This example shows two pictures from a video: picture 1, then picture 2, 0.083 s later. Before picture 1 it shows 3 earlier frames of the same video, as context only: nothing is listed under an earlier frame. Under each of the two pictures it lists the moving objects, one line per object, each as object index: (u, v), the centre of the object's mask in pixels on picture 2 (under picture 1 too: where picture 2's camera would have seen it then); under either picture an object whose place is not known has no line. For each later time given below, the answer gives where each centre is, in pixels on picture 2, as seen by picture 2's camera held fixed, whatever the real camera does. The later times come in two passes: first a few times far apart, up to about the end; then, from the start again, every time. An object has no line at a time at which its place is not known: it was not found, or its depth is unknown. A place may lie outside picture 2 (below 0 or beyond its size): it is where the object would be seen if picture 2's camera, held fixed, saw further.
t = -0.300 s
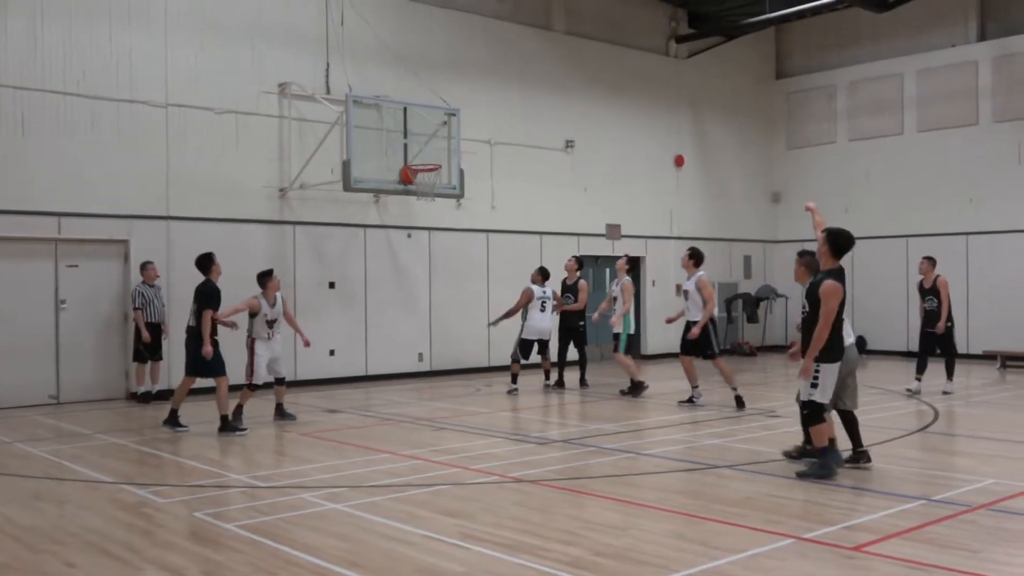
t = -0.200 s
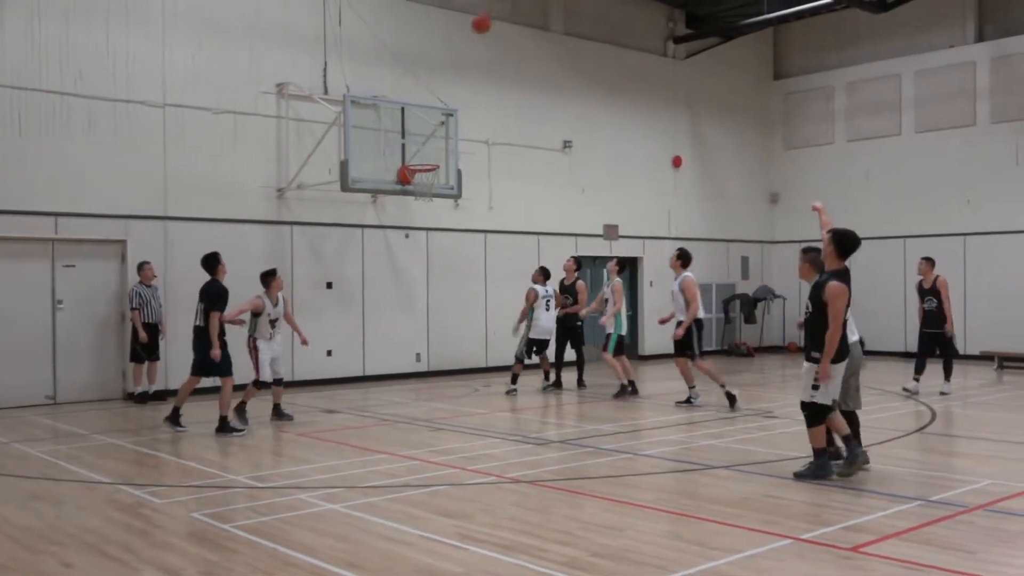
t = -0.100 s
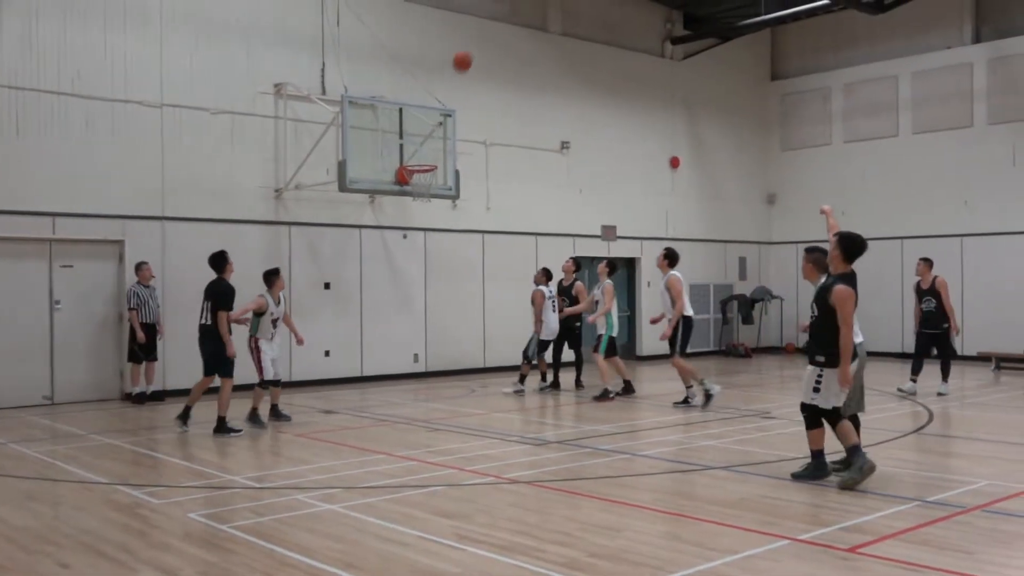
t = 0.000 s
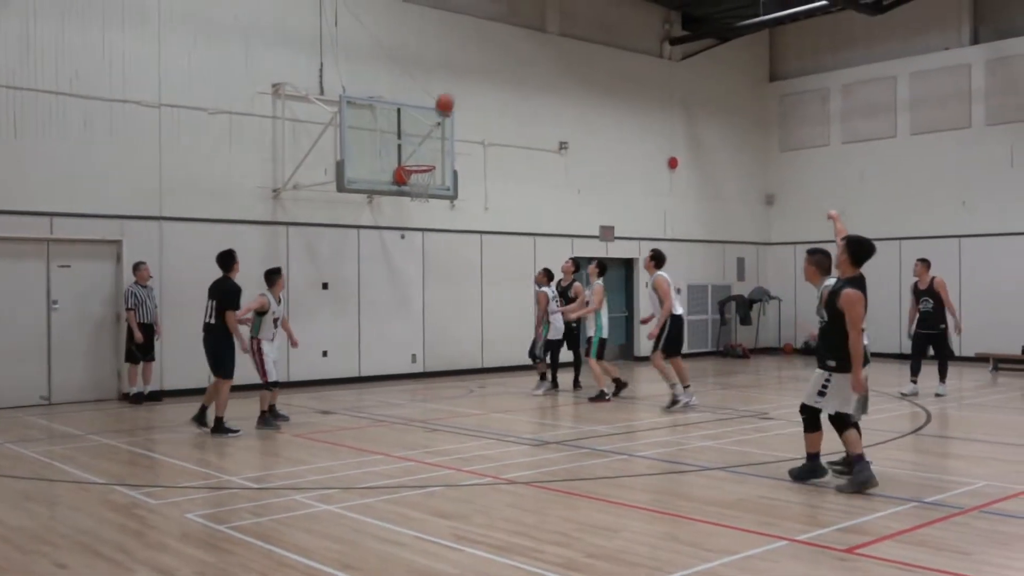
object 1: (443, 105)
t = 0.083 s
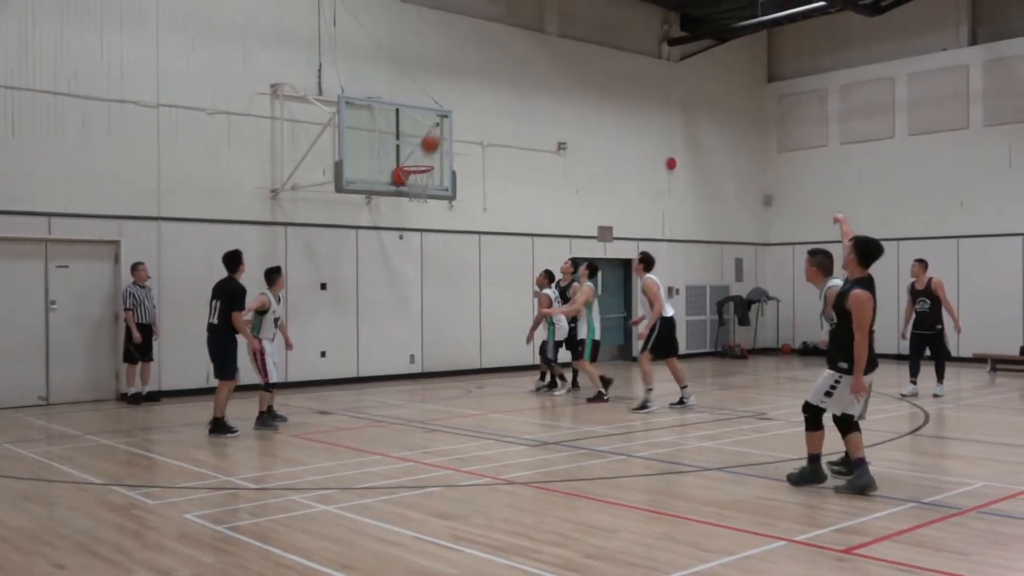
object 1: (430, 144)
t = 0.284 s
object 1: (400, 197)
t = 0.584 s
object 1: (367, 277)
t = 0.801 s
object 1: (345, 376)
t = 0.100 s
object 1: (428, 153)
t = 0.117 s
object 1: (426, 161)
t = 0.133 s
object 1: (423, 168)
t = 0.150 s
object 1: (419, 176)
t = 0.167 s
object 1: (417, 180)
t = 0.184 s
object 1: (413, 185)
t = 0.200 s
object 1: (411, 187)
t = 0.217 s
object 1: (408, 189)
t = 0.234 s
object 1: (406, 191)
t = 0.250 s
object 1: (404, 192)
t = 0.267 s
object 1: (402, 194)
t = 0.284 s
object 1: (400, 197)
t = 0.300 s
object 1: (398, 199)
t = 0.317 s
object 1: (396, 203)
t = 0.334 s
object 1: (394, 205)
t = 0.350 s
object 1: (393, 209)
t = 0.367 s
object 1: (391, 212)
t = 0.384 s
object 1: (389, 216)
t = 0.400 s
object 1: (387, 220)
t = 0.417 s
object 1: (385, 224)
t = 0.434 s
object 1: (383, 228)
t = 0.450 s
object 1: (382, 233)
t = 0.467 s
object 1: (380, 238)
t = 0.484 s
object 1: (378, 243)
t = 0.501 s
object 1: (376, 248)
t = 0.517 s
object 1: (375, 253)
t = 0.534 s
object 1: (373, 258)
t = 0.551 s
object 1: (371, 265)
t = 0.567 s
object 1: (369, 270)
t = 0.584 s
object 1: (367, 277)
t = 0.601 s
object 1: (366, 283)
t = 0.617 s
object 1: (364, 290)
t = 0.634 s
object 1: (362, 297)
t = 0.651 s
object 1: (360, 304)
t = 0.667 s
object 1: (359, 311)
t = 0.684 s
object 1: (357, 318)
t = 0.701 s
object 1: (355, 326)
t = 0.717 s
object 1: (353, 334)
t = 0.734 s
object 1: (351, 342)
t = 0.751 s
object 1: (349, 350)
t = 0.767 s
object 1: (348, 359)
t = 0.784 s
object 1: (346, 367)
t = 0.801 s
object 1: (345, 376)
